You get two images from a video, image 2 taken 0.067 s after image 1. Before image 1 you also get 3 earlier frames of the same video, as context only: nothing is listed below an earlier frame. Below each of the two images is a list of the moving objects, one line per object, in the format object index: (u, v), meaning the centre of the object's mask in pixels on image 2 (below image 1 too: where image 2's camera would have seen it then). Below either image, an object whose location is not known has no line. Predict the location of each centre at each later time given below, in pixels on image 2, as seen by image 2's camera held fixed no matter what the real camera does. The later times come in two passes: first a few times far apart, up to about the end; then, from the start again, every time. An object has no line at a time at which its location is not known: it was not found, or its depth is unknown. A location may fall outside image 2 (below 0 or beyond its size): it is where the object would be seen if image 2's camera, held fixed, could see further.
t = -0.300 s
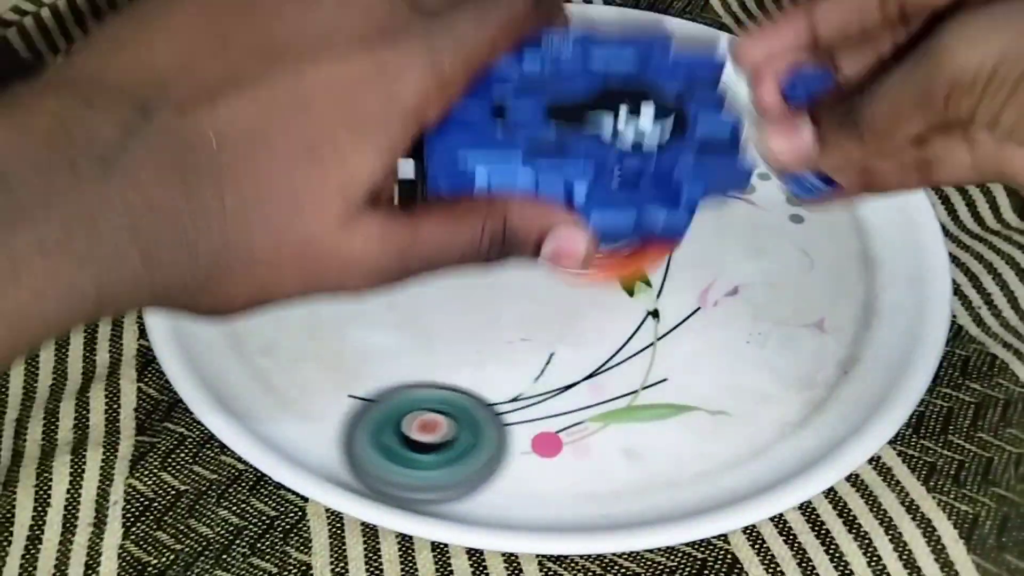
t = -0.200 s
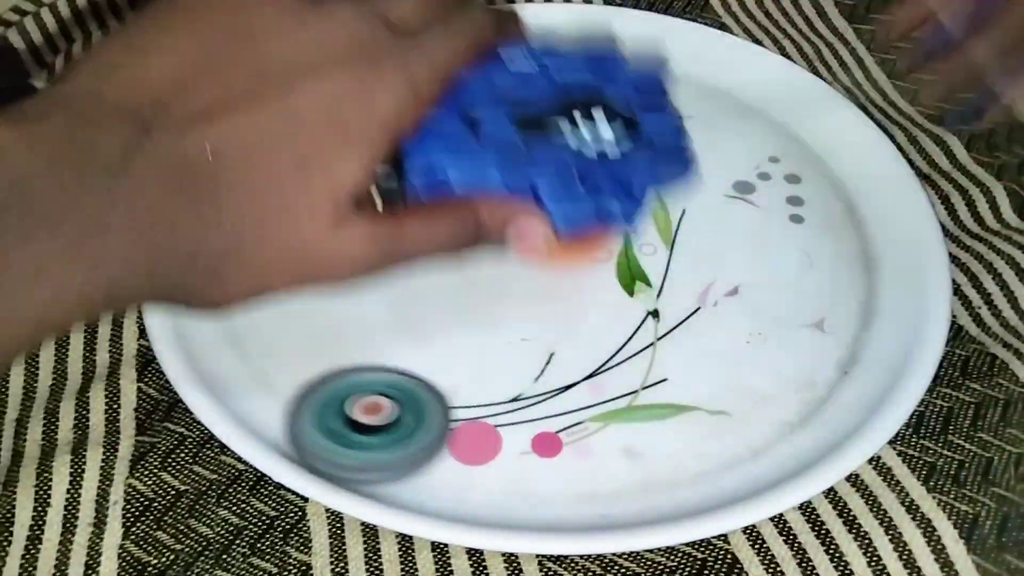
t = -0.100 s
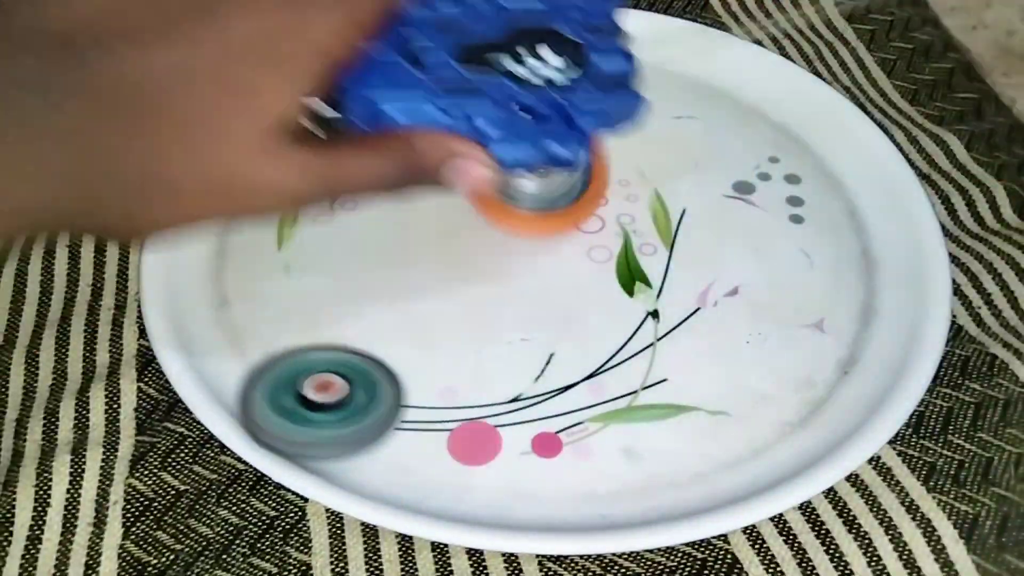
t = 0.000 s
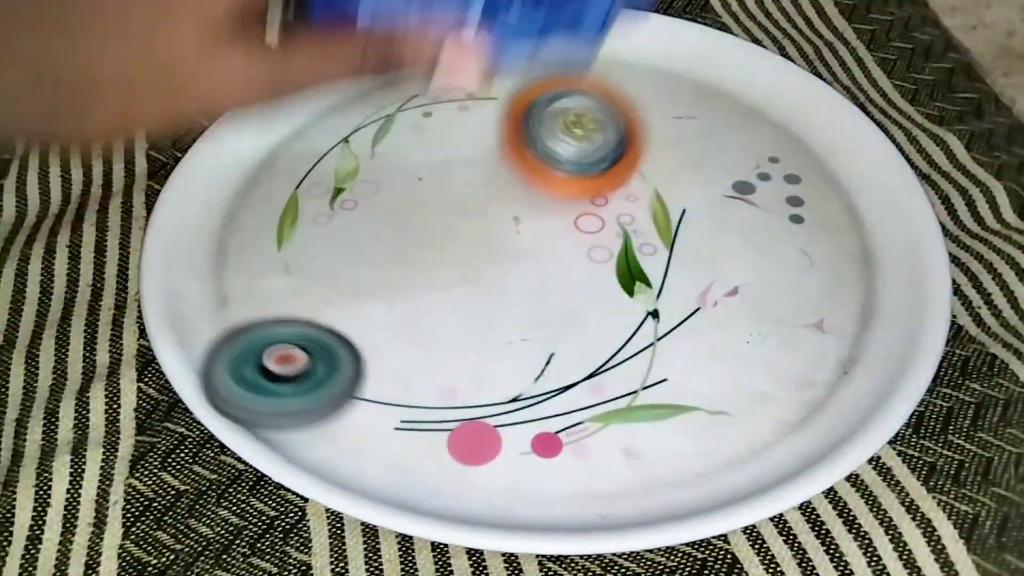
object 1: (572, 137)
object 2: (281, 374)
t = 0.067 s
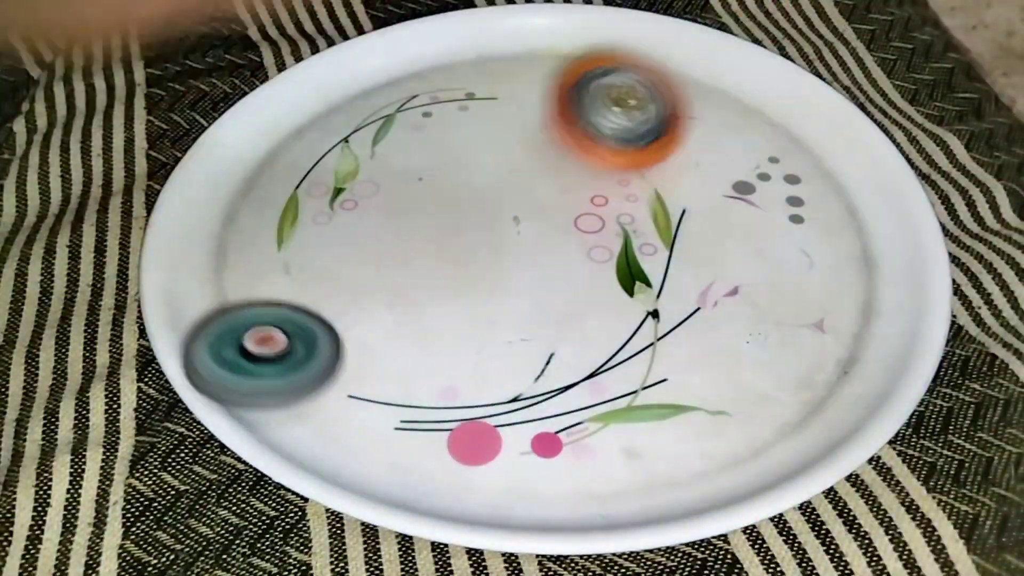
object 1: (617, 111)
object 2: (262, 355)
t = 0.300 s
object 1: (785, 45)
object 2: (228, 287)
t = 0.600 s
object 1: (817, 138)
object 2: (221, 202)
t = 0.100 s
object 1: (648, 98)
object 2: (252, 343)
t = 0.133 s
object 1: (682, 86)
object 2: (242, 333)
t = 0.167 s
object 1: (722, 72)
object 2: (235, 324)
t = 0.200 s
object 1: (753, 50)
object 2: (233, 309)
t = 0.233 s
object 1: (775, 41)
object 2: (236, 309)
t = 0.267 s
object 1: (783, 42)
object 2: (233, 299)
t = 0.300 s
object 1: (785, 45)
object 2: (228, 287)
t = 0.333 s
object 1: (776, 58)
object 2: (223, 271)
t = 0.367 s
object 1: (761, 76)
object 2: (218, 256)
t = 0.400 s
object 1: (751, 90)
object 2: (217, 242)
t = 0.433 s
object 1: (753, 95)
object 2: (217, 230)
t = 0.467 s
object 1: (764, 102)
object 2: (216, 219)
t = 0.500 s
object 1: (783, 107)
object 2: (214, 210)
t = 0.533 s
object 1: (801, 114)
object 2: (214, 206)
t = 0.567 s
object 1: (808, 124)
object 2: (215, 206)
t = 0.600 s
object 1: (817, 138)
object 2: (221, 202)
